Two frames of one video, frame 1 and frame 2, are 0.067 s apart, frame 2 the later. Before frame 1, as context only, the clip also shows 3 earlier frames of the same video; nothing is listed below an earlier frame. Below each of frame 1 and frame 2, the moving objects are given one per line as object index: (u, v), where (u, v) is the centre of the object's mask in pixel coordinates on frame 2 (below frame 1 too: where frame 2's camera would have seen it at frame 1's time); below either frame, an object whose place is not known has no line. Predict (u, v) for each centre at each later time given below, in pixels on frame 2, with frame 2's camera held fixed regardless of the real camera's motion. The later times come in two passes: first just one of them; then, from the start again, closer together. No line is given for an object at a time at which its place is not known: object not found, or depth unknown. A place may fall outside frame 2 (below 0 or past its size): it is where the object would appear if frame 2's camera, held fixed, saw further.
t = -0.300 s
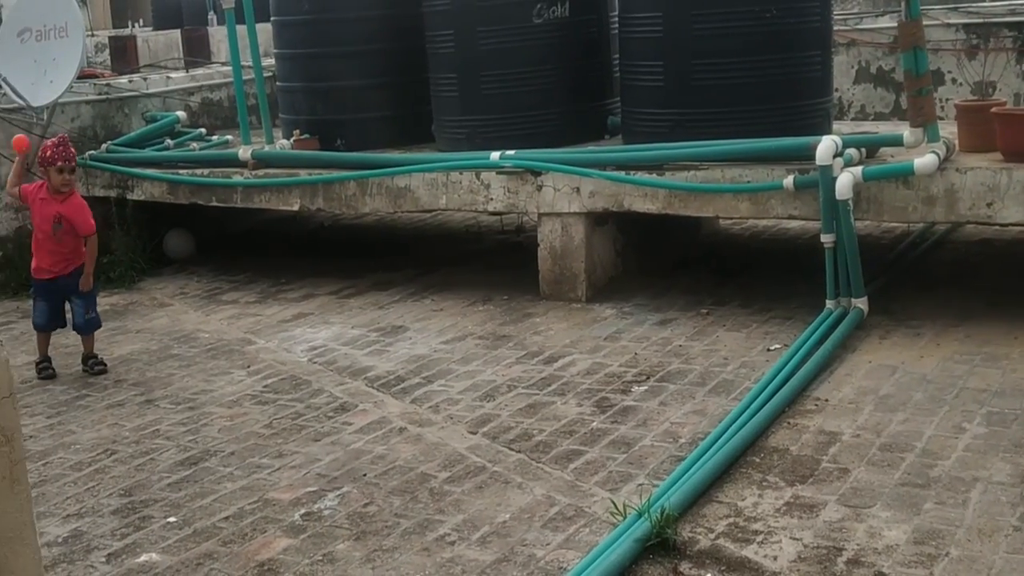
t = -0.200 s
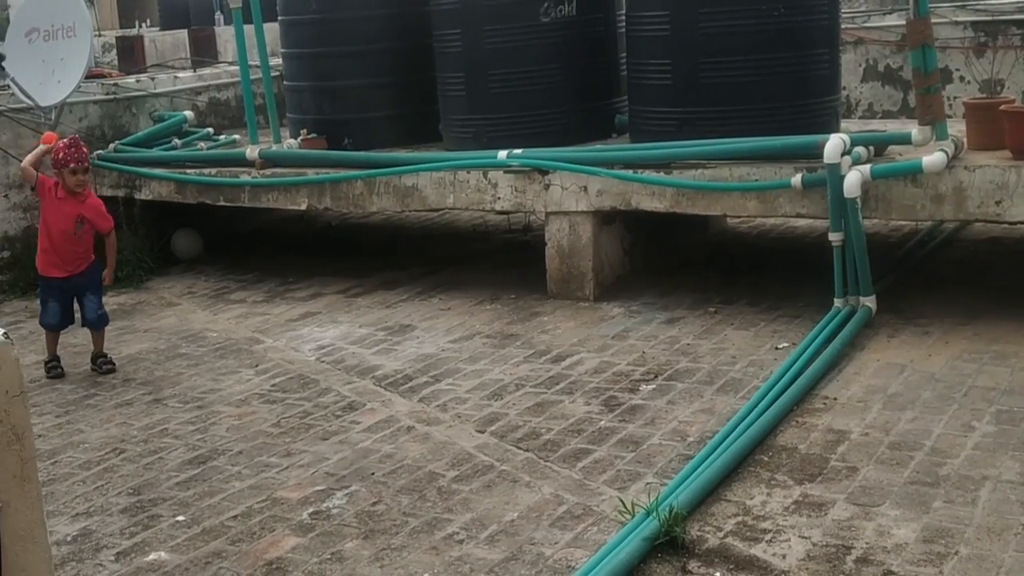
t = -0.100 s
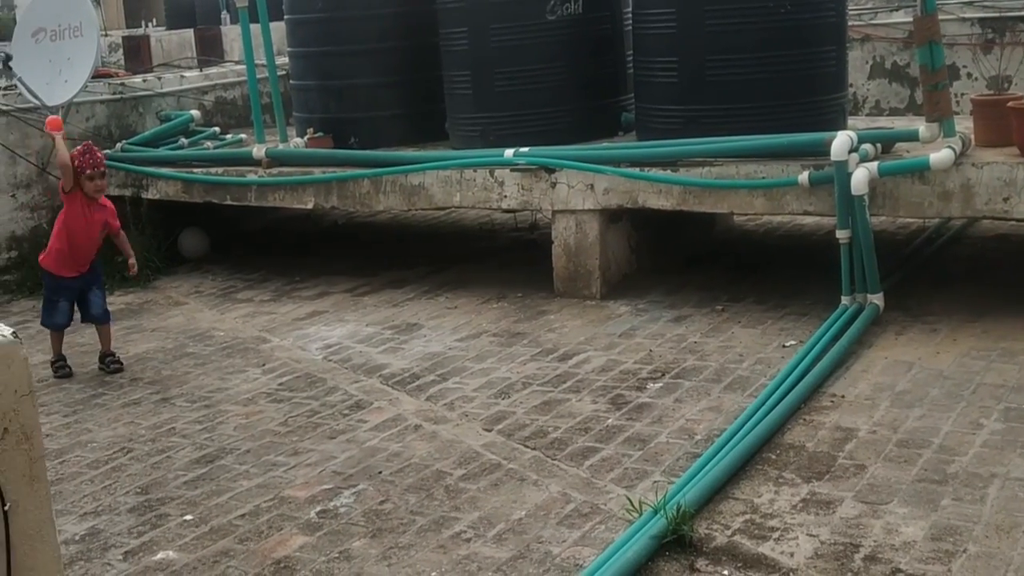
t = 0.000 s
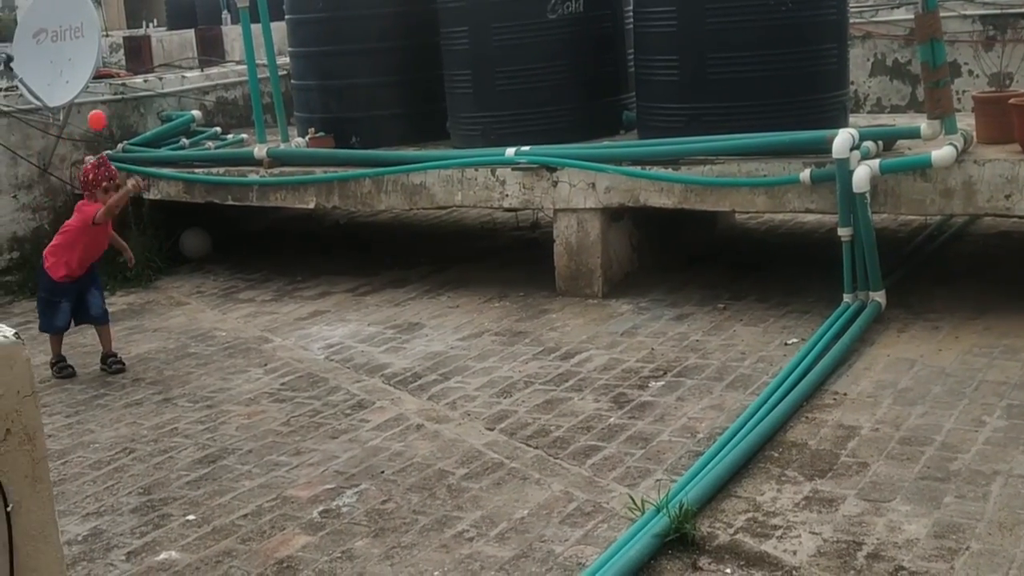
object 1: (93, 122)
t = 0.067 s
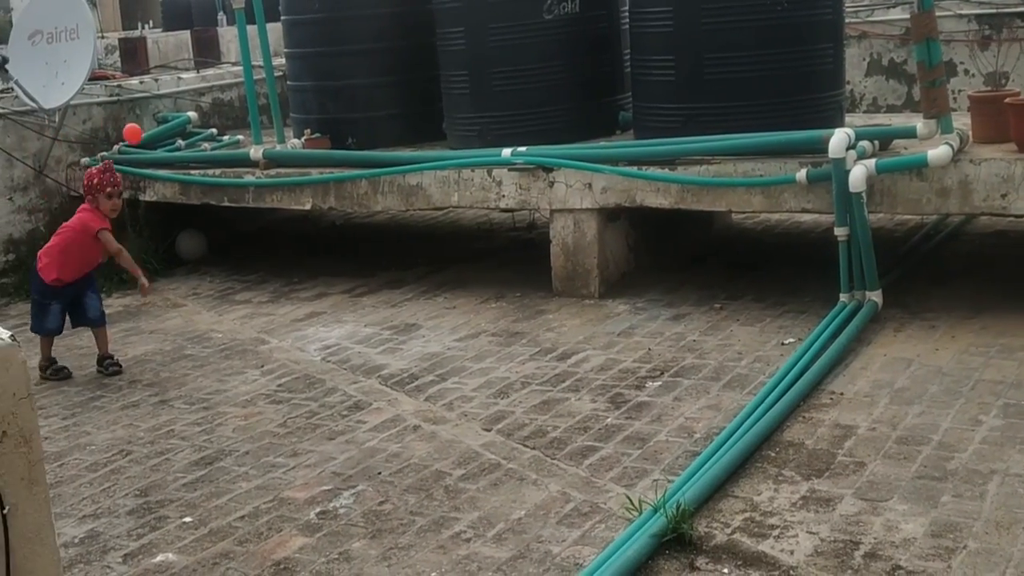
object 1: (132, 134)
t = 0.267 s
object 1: (287, 269)
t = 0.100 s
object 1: (155, 145)
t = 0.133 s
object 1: (178, 161)
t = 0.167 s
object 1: (203, 181)
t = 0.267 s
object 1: (287, 269)
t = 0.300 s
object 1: (320, 308)
